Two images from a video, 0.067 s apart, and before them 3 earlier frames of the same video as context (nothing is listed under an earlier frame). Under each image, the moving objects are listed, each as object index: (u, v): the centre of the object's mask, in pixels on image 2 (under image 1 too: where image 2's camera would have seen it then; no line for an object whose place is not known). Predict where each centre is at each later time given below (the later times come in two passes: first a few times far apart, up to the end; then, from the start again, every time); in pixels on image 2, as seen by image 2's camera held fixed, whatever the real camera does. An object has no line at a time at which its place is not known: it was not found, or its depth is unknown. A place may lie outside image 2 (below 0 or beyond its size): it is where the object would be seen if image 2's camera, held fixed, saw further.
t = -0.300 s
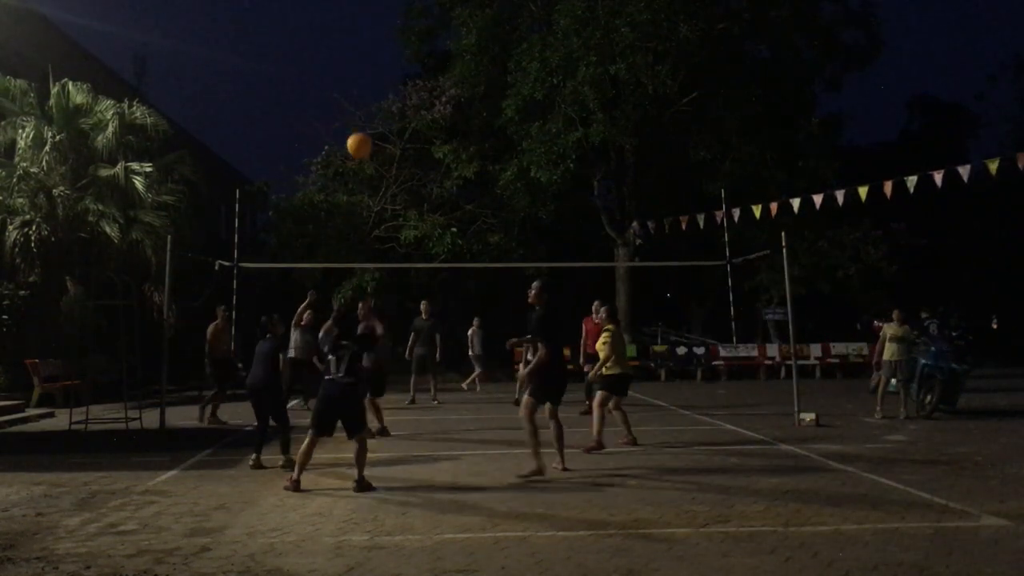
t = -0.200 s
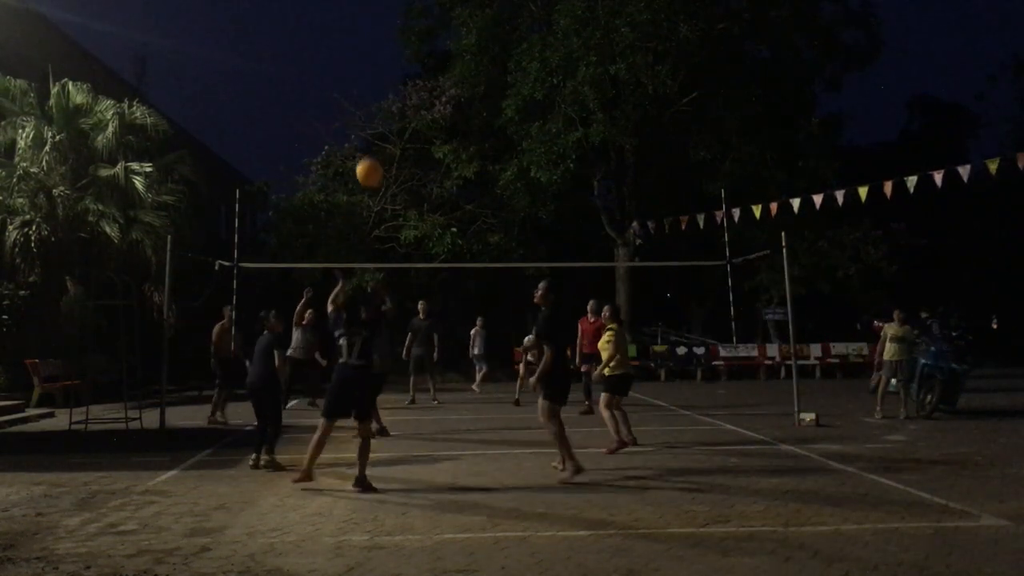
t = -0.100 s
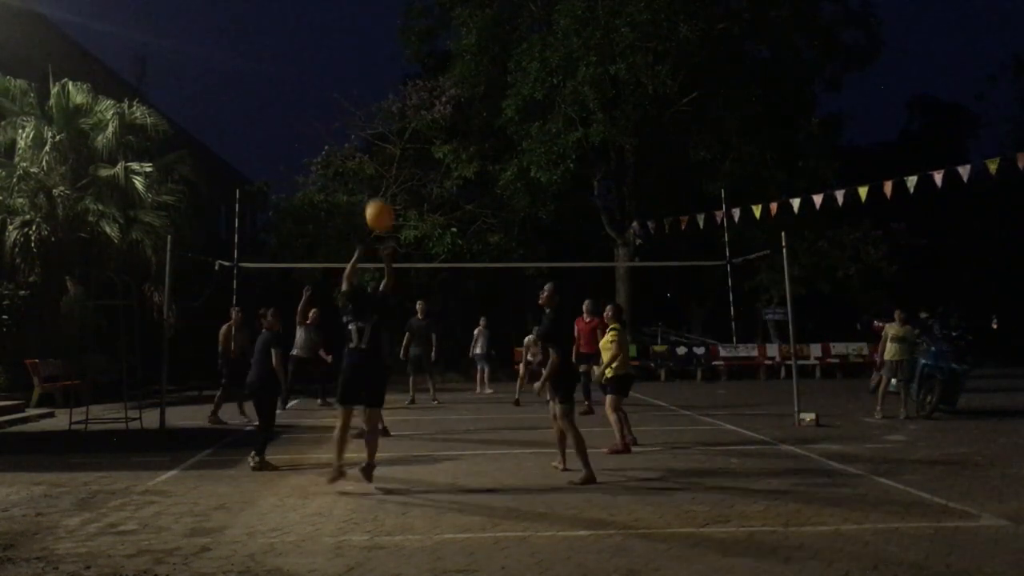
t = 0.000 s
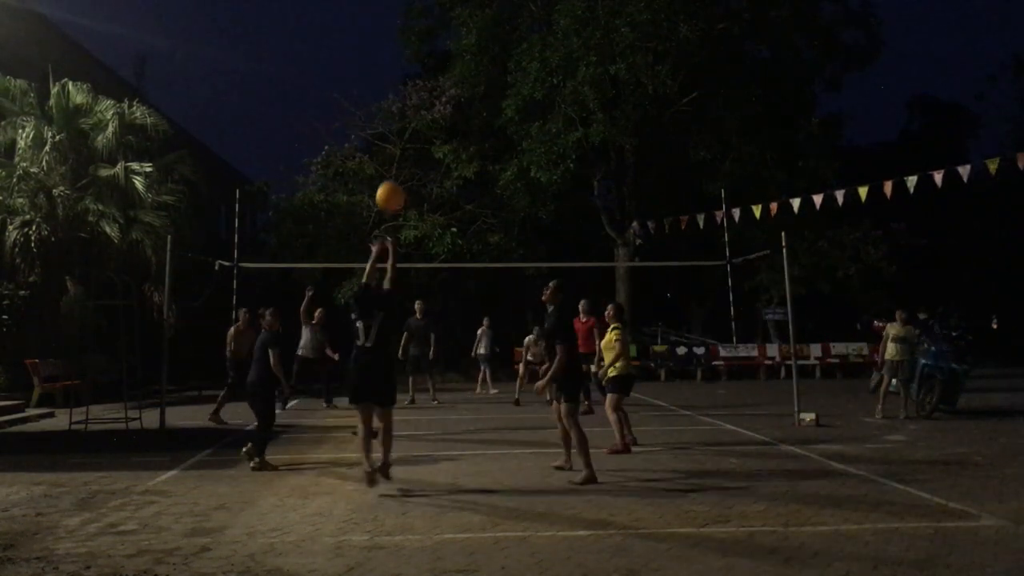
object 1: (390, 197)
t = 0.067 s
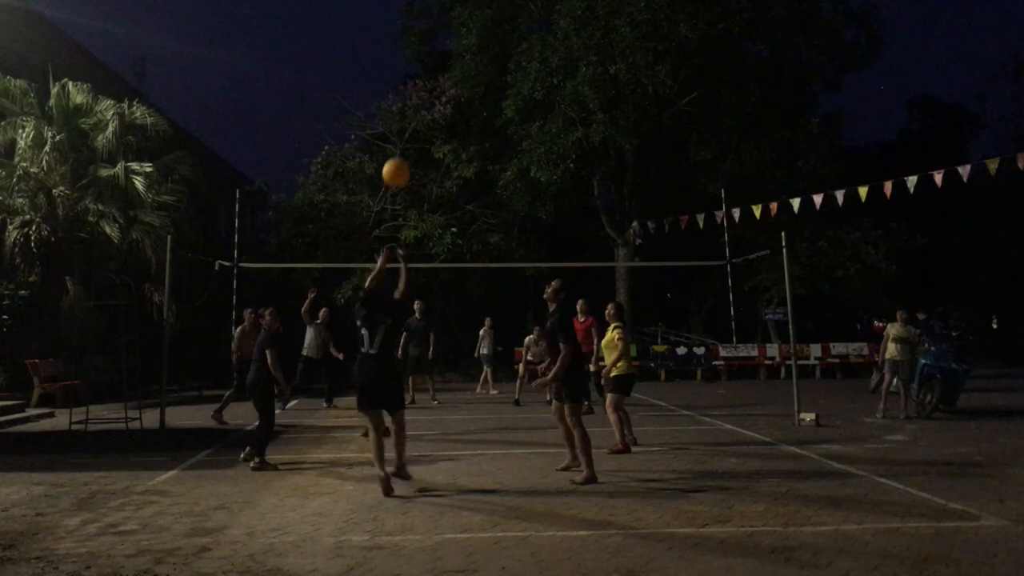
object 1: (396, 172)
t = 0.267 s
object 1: (411, 138)
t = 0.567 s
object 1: (429, 162)
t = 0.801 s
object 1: (441, 231)
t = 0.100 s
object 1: (398, 164)
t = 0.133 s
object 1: (401, 155)
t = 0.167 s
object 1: (404, 149)
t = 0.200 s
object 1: (406, 144)
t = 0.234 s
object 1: (408, 141)
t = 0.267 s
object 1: (411, 138)
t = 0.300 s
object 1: (413, 136)
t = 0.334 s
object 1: (415, 136)
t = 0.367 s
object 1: (418, 136)
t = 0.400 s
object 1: (419, 138)
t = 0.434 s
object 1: (421, 141)
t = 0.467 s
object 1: (423, 144)
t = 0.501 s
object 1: (425, 150)
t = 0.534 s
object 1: (427, 155)
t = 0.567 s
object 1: (429, 162)
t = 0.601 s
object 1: (431, 169)
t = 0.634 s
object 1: (432, 178)
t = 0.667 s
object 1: (434, 187)
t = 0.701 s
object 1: (436, 196)
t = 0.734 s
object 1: (438, 207)
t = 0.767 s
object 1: (439, 219)
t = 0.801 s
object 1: (441, 231)
